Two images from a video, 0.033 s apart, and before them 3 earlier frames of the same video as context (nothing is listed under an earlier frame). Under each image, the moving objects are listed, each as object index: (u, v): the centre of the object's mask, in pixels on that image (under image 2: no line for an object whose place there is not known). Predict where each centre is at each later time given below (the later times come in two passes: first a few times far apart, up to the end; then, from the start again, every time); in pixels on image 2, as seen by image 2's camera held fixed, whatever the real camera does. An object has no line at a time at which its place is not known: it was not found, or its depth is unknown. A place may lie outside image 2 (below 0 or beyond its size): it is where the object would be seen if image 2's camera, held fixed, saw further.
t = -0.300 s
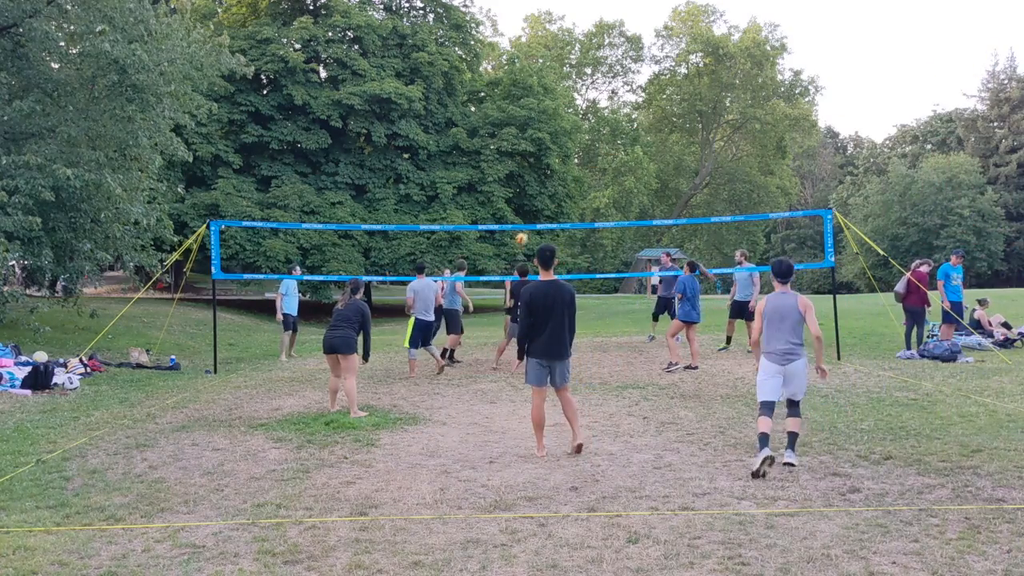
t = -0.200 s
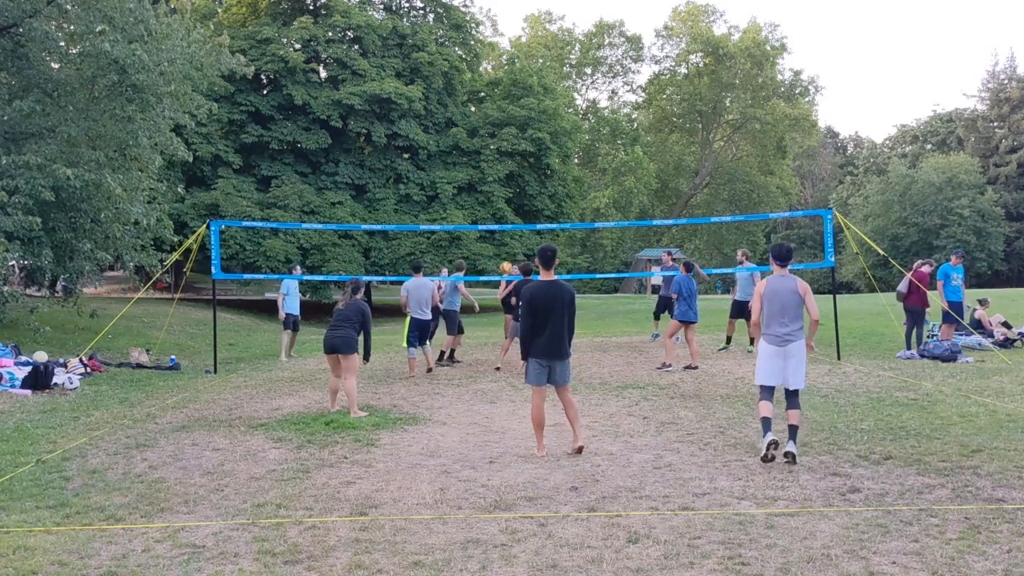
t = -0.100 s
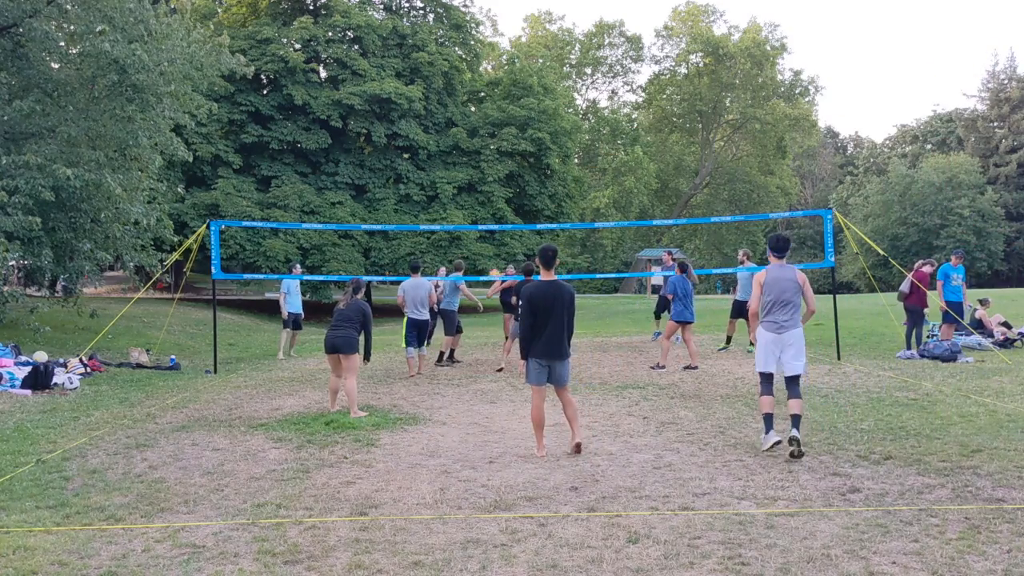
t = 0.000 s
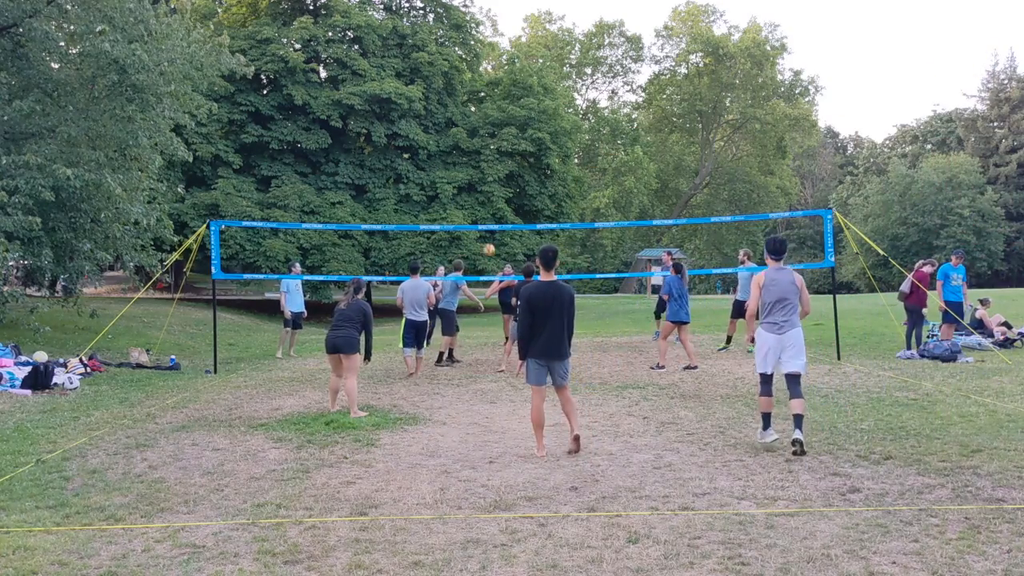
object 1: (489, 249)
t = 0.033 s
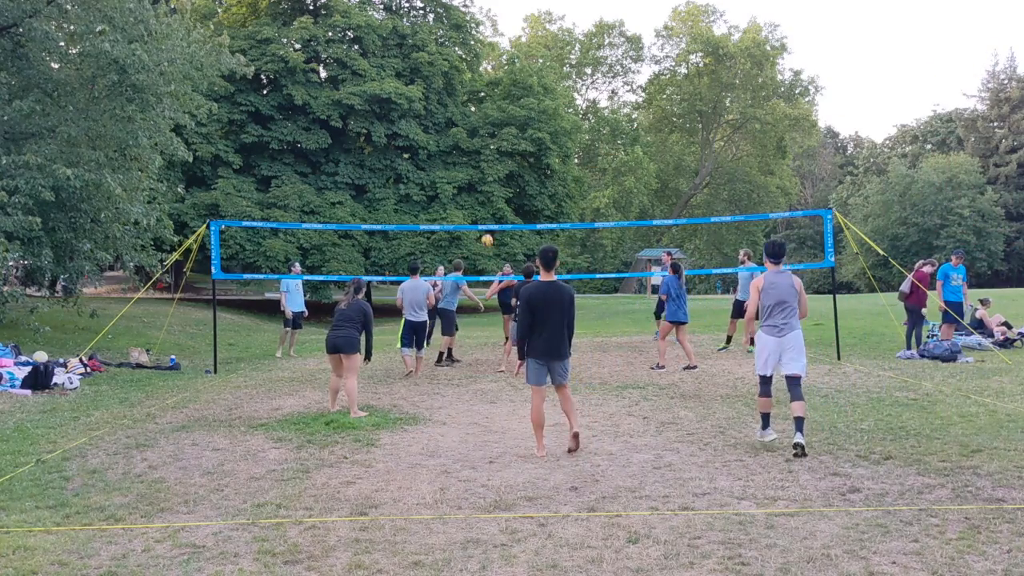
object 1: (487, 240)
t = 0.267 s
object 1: (471, 189)
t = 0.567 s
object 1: (450, 161)
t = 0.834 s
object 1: (429, 178)
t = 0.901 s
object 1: (424, 187)
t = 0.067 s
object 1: (485, 233)
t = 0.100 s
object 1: (482, 221)
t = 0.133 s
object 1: (481, 217)
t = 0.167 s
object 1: (479, 209)
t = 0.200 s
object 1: (476, 201)
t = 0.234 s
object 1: (474, 195)
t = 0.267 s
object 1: (471, 189)
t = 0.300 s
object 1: (469, 184)
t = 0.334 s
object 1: (467, 179)
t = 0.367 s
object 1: (465, 175)
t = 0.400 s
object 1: (462, 171)
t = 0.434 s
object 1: (460, 168)
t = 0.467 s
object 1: (457, 166)
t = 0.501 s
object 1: (455, 163)
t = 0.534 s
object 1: (452, 162)
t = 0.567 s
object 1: (450, 161)
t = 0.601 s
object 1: (447, 161)
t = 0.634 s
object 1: (445, 161)
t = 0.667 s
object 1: (442, 162)
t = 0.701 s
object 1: (440, 164)
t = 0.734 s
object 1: (437, 166)
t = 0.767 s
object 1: (434, 169)
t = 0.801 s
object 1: (431, 173)
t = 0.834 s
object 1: (429, 178)
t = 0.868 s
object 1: (426, 182)
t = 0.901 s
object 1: (424, 187)
